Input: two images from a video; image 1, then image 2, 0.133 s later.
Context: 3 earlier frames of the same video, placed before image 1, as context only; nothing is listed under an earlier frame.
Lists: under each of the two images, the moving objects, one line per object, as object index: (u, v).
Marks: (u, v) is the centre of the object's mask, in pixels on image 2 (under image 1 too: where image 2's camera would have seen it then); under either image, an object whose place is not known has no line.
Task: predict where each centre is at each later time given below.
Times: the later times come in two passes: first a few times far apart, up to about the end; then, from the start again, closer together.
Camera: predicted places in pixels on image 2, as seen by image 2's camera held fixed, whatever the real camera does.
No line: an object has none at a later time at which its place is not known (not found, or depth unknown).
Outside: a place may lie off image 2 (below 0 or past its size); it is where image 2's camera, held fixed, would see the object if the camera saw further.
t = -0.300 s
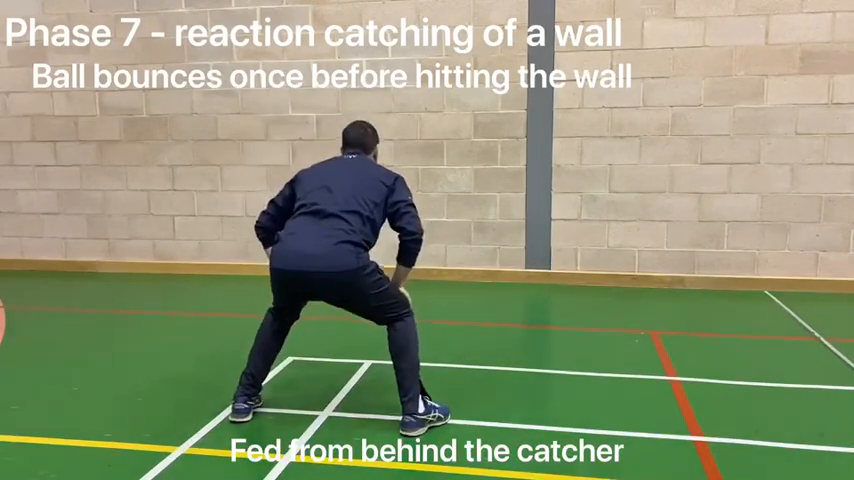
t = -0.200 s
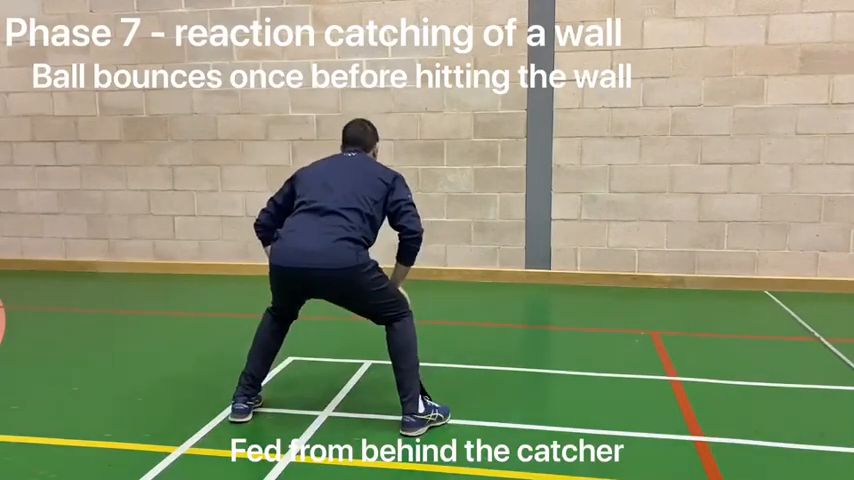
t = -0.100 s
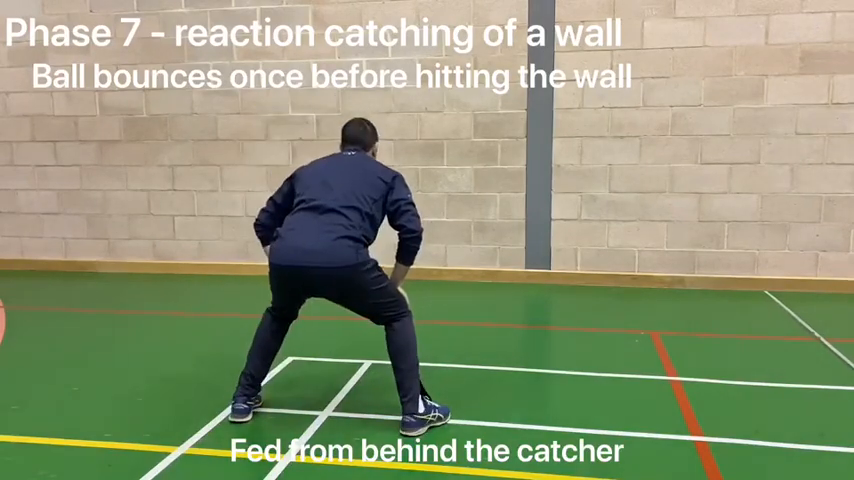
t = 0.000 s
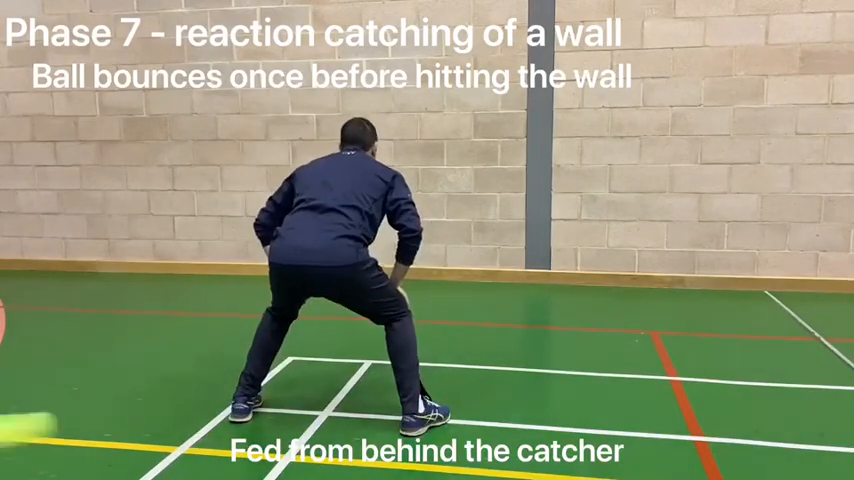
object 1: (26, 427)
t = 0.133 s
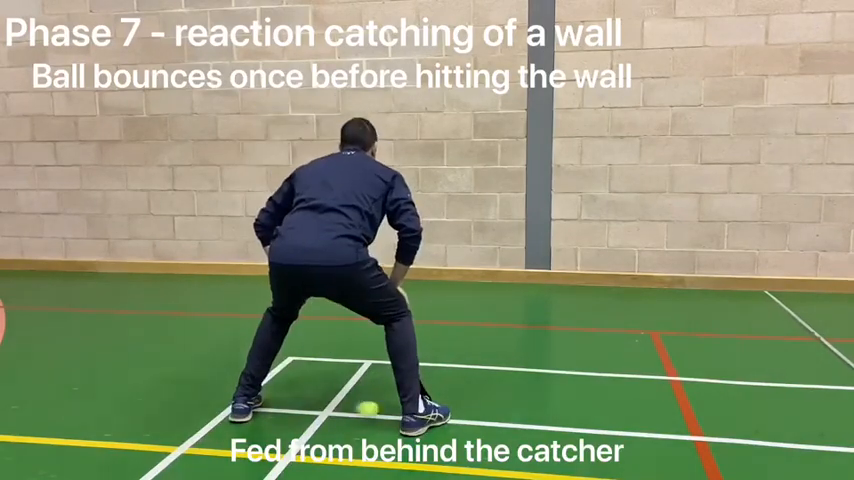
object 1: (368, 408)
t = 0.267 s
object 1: (456, 277)
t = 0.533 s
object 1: (522, 192)
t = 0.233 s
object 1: (440, 304)
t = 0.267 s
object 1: (456, 277)
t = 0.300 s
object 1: (471, 254)
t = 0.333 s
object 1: (484, 236)
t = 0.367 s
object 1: (495, 222)
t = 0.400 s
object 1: (505, 211)
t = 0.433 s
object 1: (515, 202)
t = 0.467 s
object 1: (523, 197)
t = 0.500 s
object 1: (523, 194)
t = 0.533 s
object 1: (522, 192)
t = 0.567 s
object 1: (521, 192)
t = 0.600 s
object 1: (521, 194)
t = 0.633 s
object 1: (519, 197)
